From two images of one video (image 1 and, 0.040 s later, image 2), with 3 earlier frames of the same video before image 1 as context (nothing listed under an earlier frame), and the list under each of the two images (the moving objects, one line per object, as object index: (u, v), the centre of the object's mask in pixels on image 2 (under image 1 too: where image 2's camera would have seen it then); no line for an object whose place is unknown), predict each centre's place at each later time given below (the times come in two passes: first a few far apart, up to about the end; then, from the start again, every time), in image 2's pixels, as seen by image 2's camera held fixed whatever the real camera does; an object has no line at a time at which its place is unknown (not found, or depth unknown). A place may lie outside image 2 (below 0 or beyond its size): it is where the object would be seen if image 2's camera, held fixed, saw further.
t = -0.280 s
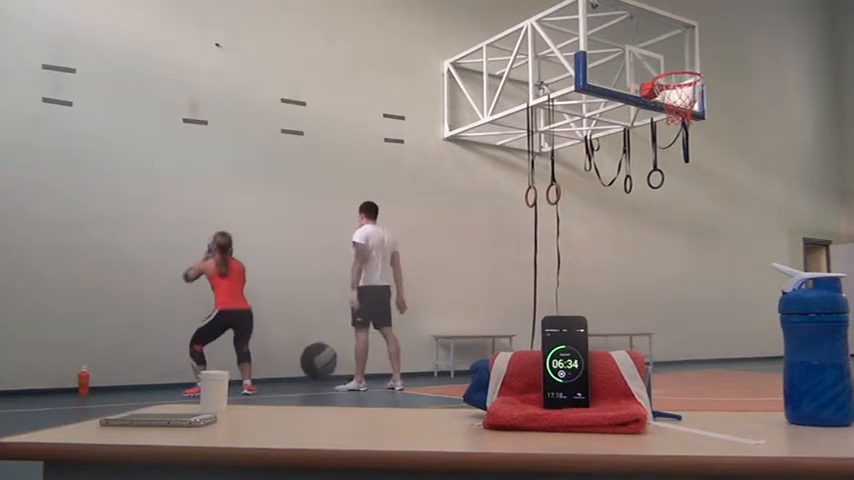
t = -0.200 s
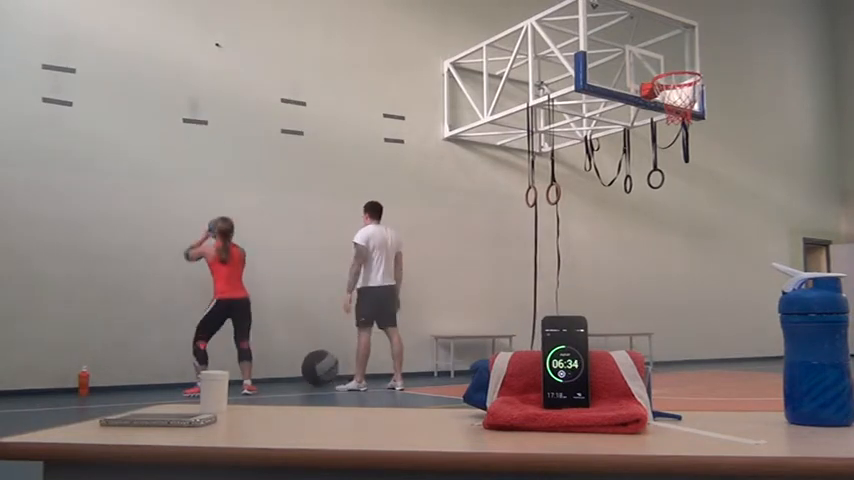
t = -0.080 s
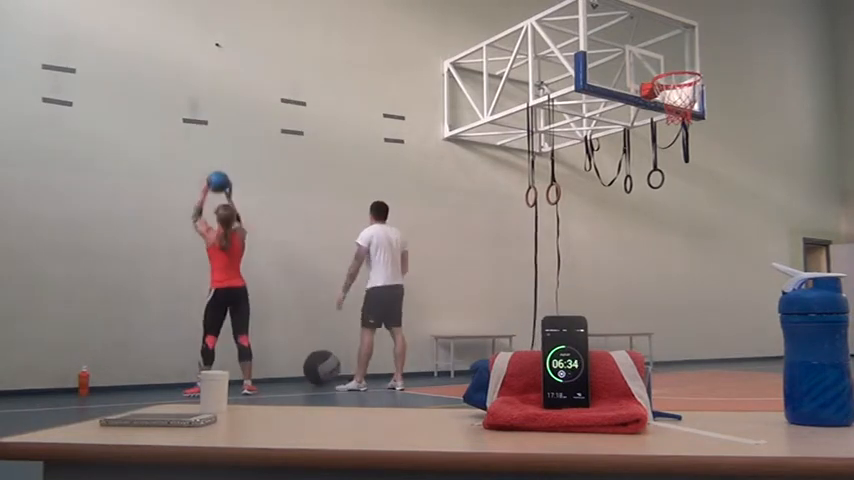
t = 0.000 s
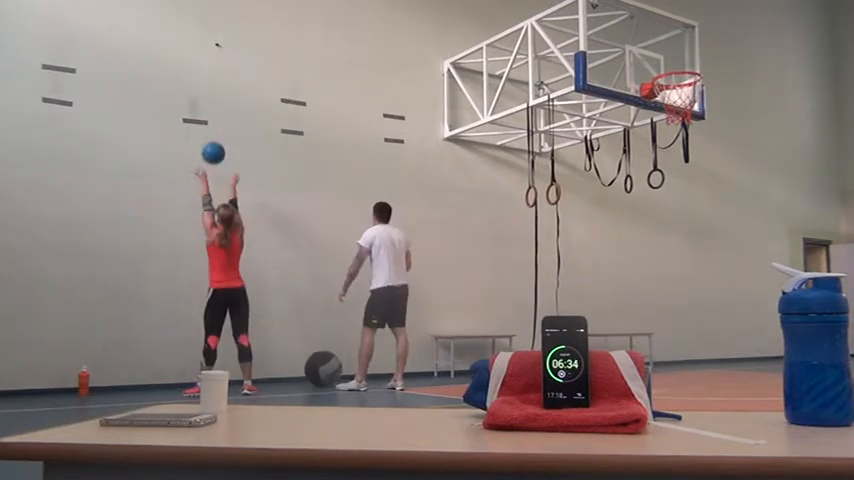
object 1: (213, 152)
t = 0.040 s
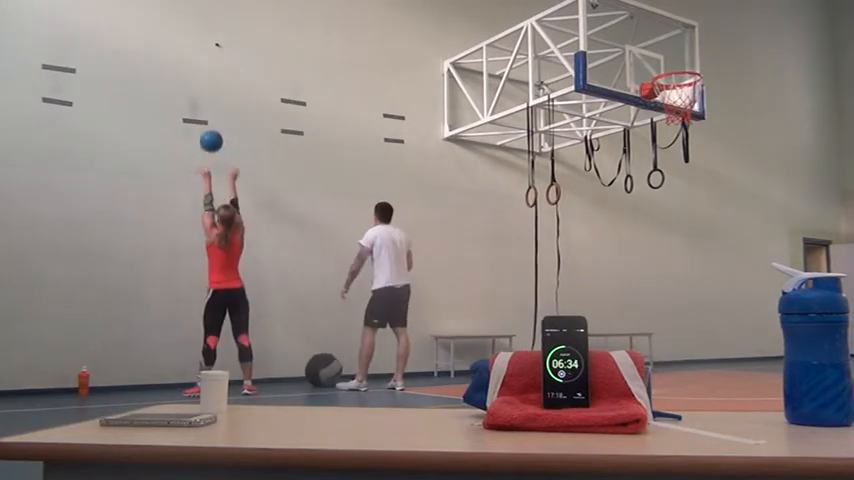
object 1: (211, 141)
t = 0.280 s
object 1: (197, 104)
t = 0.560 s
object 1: (203, 120)
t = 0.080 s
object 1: (209, 131)
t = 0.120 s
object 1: (206, 122)
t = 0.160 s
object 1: (204, 115)
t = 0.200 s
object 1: (202, 109)
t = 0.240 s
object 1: (199, 106)
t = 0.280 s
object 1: (197, 104)
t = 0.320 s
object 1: (195, 104)
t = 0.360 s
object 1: (197, 102)
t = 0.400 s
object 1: (198, 102)
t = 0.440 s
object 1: (199, 104)
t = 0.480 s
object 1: (200, 108)
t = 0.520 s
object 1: (202, 113)
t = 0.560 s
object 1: (203, 120)
